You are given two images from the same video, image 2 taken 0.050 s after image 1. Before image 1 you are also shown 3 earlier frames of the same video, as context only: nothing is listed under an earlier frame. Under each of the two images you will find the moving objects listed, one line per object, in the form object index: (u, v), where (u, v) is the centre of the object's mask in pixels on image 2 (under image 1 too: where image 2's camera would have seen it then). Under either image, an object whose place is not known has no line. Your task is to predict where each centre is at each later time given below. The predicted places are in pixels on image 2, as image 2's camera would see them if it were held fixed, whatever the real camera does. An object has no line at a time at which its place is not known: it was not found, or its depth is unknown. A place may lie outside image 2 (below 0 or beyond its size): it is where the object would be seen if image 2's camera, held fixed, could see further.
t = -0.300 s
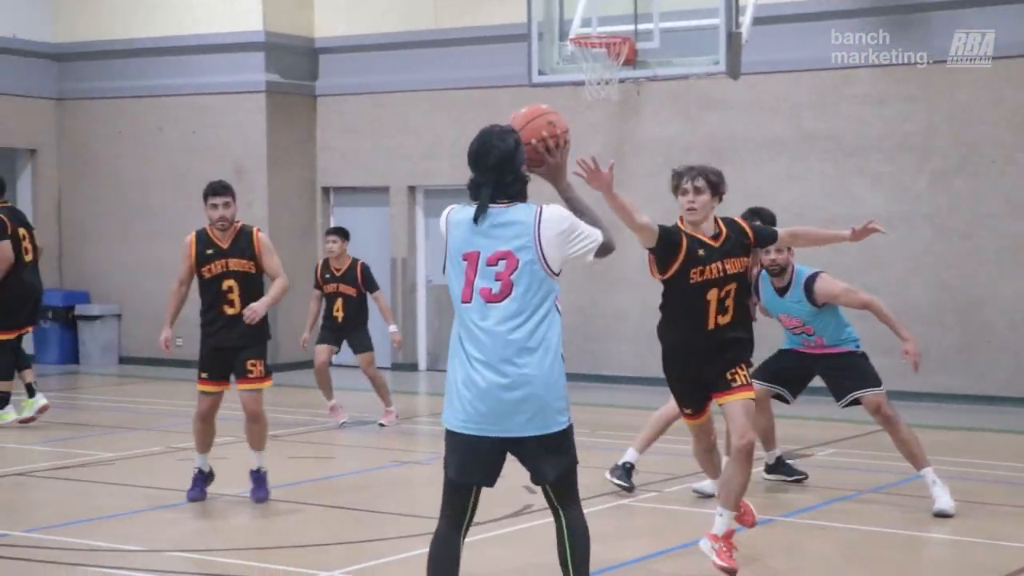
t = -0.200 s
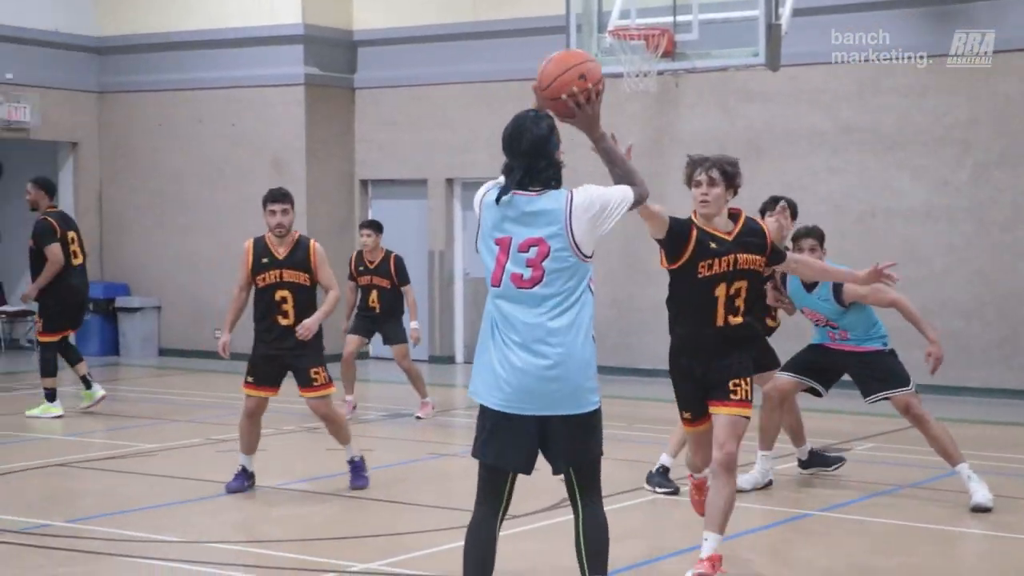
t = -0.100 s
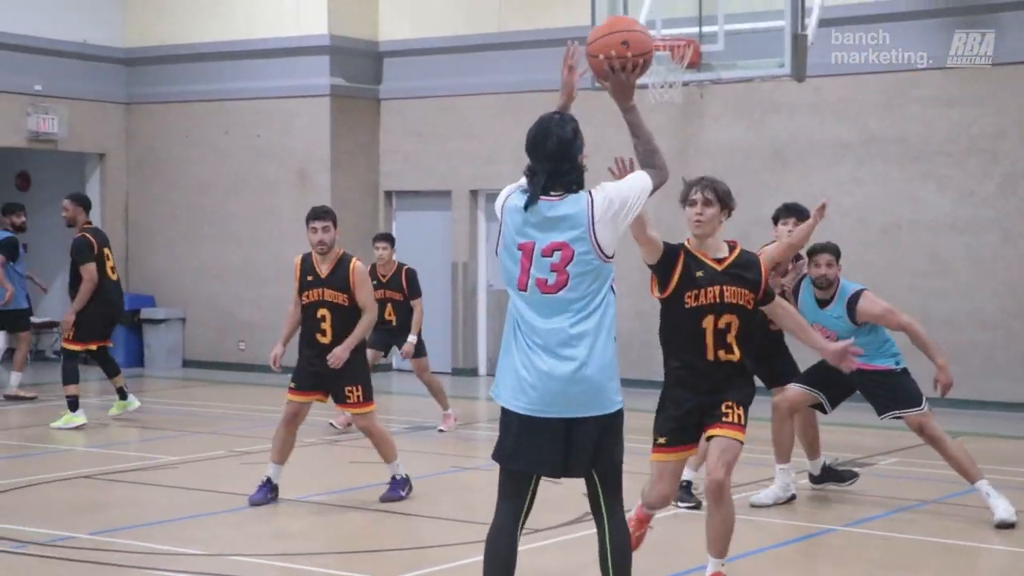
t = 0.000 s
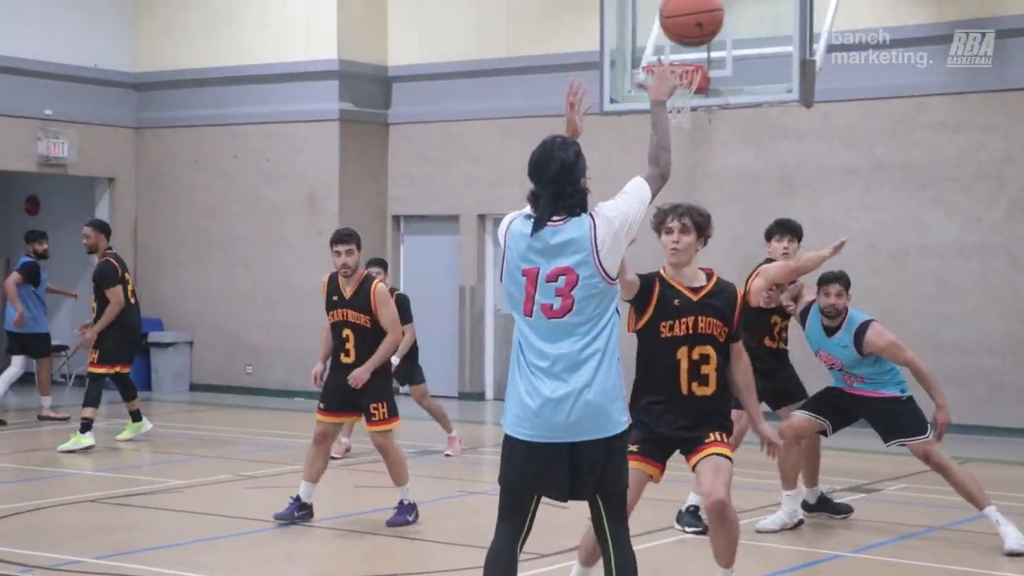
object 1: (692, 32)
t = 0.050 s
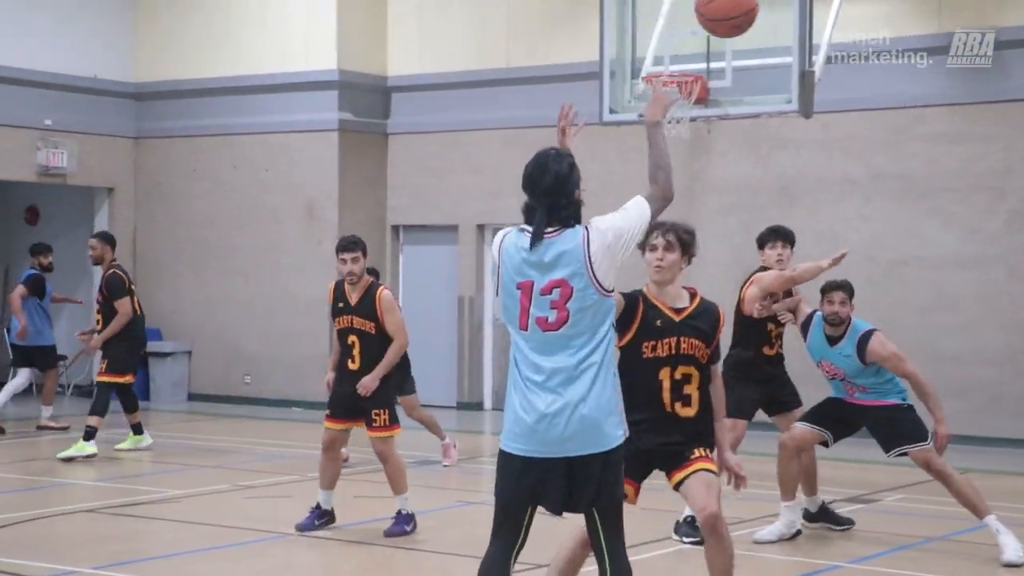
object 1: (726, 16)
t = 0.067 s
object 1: (737, 12)
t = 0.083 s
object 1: (749, 8)
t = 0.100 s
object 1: (760, 4)
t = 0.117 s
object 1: (771, 1)
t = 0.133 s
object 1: (781, -1)
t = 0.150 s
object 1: (791, -3)
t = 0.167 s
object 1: (801, -4)
